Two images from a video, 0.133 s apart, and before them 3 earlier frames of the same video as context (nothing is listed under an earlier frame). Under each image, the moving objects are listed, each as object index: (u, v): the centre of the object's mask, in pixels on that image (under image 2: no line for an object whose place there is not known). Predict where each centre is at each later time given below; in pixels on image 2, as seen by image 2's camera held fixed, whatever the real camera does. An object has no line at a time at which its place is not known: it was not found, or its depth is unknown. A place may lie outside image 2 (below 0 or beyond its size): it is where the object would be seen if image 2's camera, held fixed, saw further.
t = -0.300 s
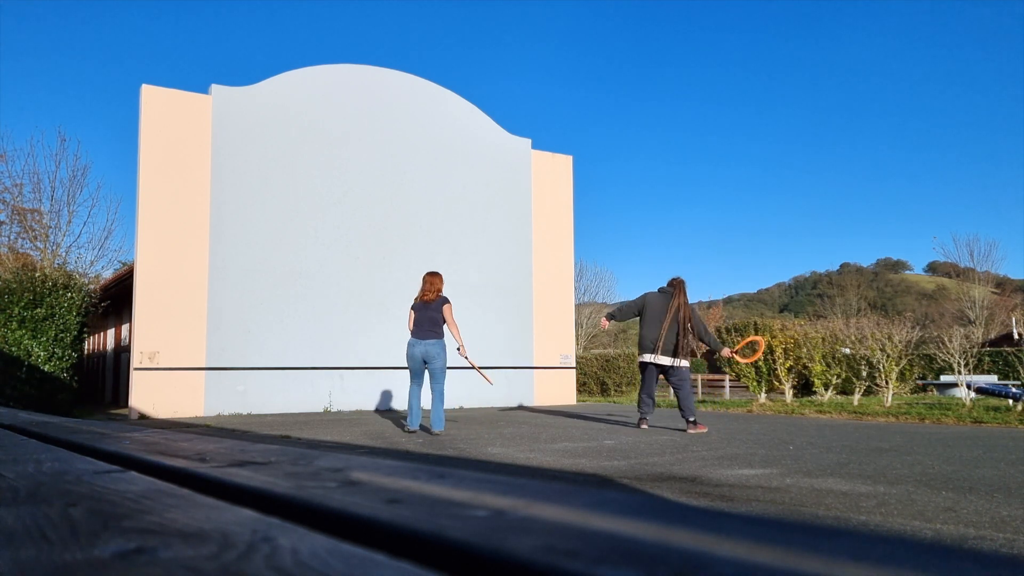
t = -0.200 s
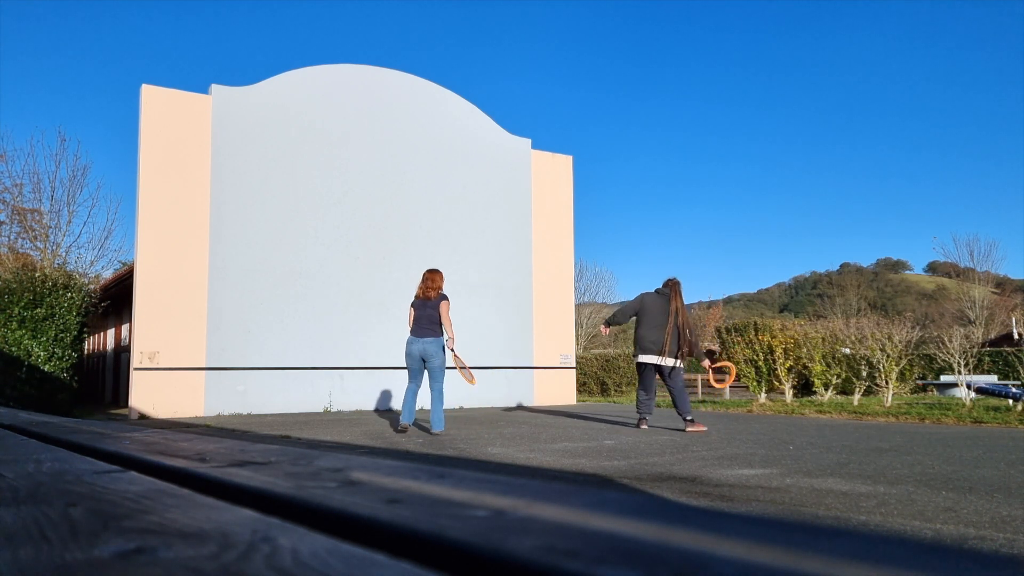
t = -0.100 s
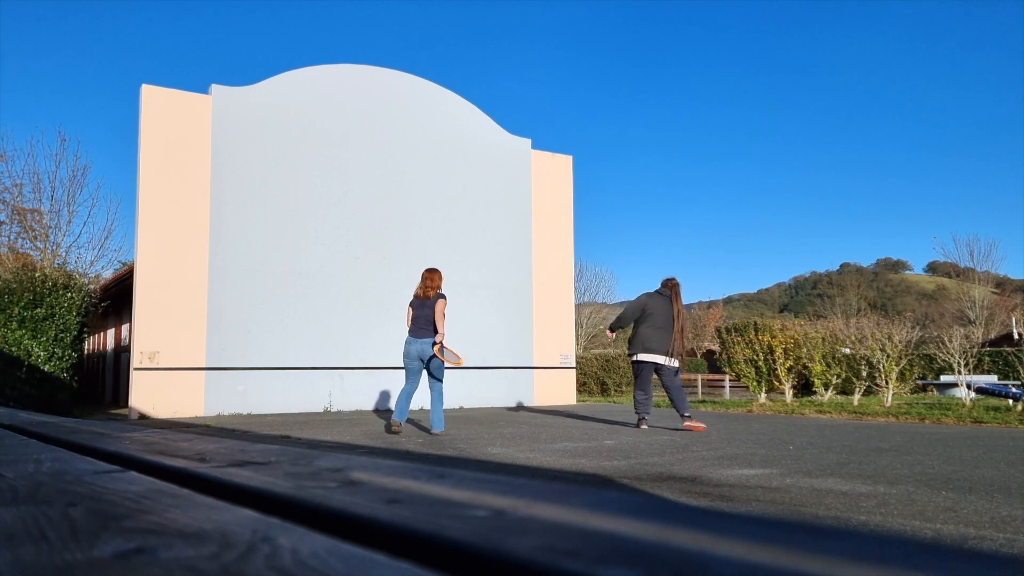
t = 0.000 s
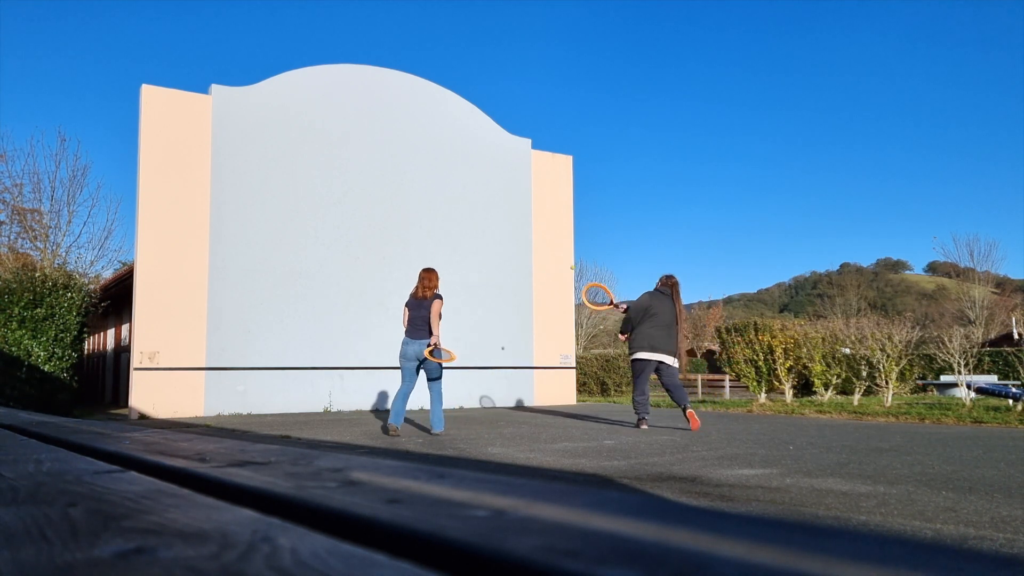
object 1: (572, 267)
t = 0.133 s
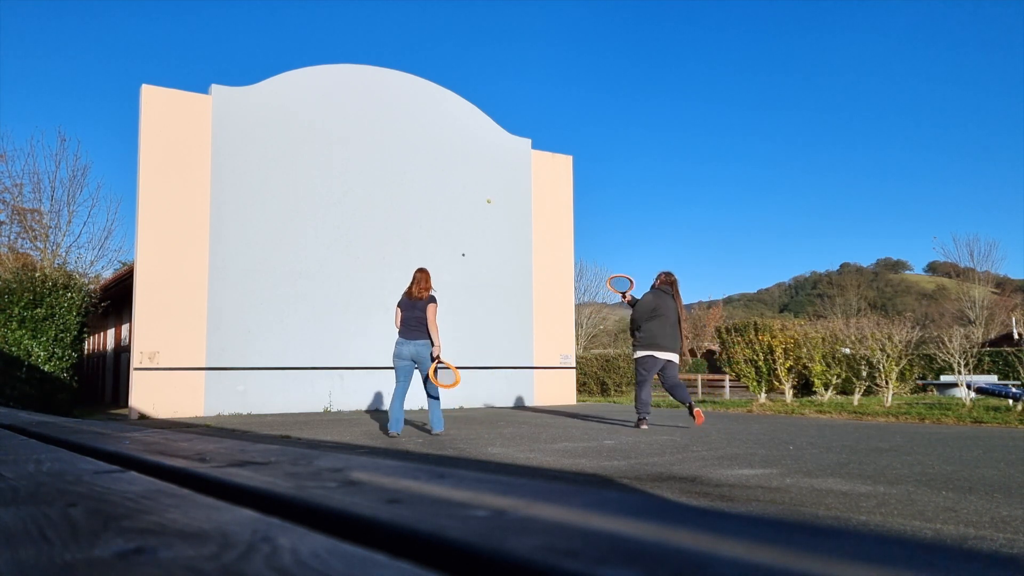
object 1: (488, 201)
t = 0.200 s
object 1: (457, 180)
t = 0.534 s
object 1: (445, 109)
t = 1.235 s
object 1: (559, 137)
